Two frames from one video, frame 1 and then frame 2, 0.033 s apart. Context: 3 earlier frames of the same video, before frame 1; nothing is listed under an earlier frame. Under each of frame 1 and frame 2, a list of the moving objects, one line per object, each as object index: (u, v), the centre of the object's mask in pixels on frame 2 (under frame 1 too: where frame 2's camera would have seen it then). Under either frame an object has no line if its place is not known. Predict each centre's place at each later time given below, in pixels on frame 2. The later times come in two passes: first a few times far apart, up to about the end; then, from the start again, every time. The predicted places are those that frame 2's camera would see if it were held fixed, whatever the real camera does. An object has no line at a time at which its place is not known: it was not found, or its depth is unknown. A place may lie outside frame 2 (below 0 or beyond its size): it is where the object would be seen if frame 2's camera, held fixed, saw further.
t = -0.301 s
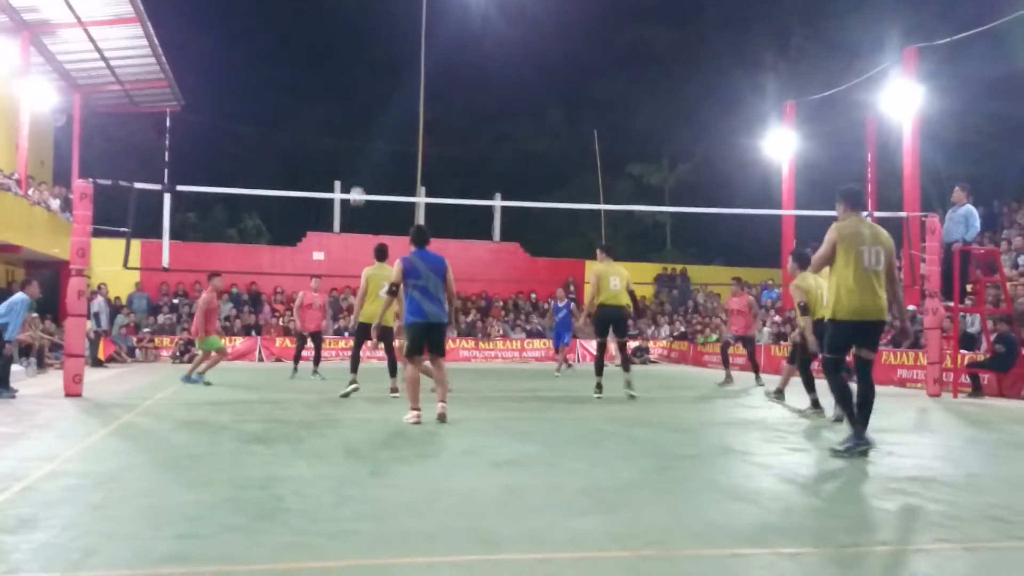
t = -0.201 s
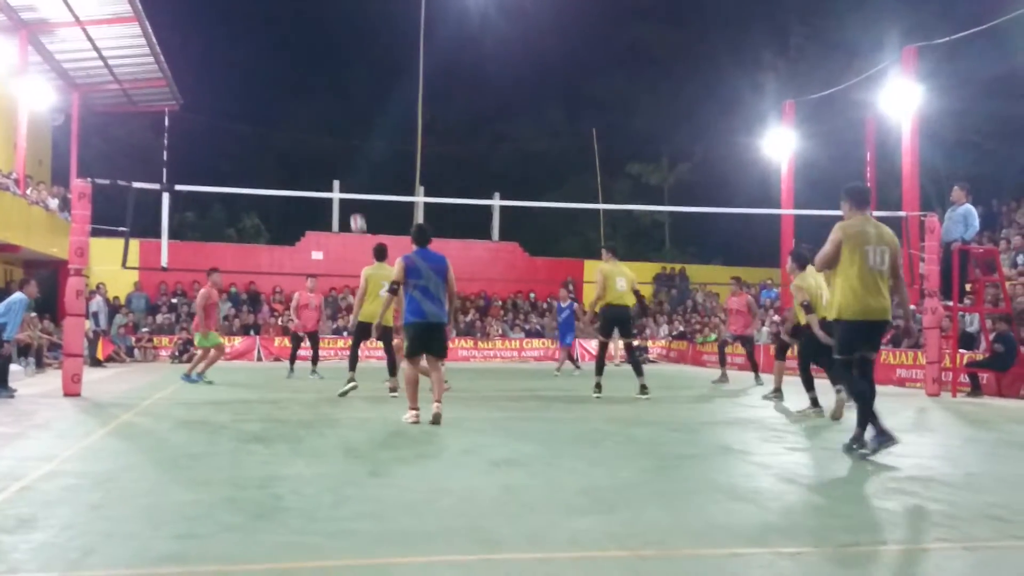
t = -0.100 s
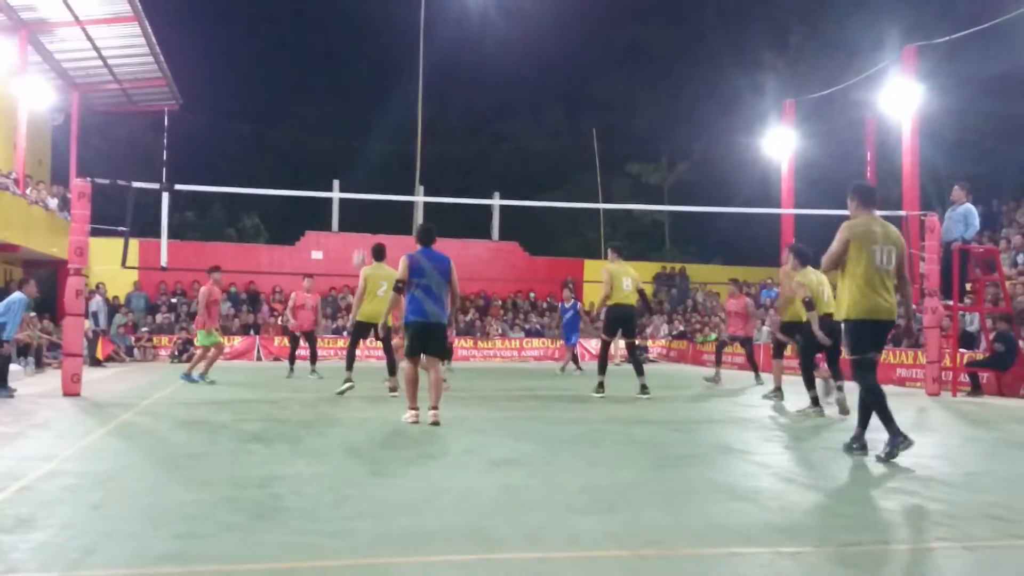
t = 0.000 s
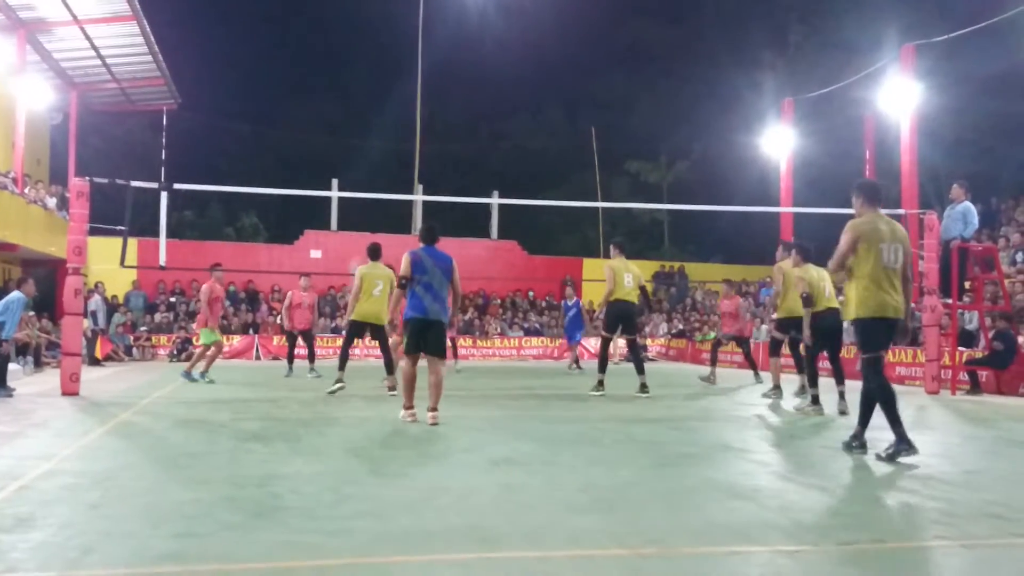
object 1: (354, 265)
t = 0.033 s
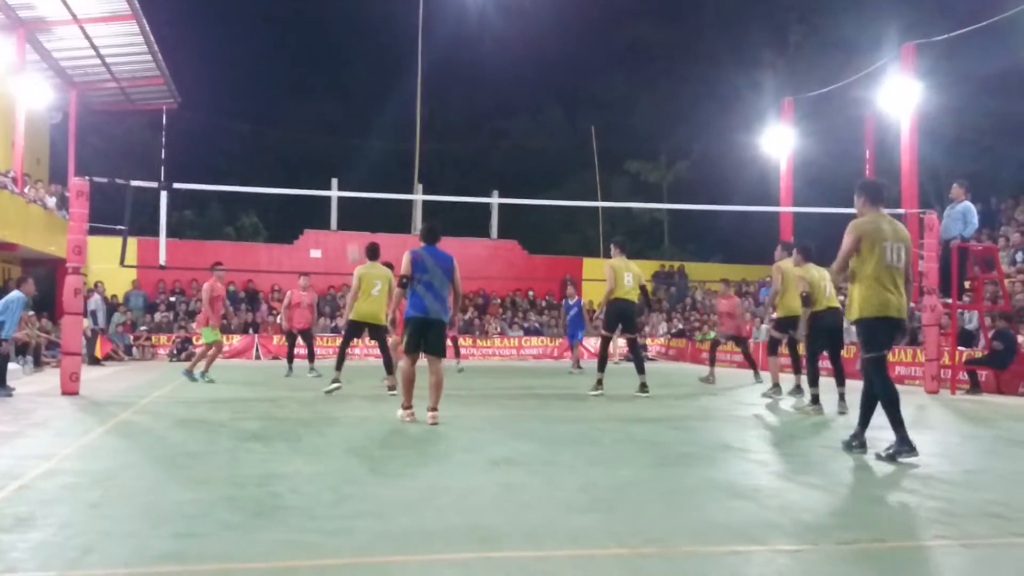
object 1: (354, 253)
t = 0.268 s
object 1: (341, 160)
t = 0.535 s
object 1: (327, 105)
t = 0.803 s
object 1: (314, 99)
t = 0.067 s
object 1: (351, 235)
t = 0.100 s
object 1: (351, 221)
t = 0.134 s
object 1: (349, 209)
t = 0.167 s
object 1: (347, 197)
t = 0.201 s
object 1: (345, 181)
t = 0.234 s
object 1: (343, 171)
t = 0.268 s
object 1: (341, 160)
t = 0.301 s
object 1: (339, 150)
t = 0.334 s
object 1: (338, 141)
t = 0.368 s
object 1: (336, 133)
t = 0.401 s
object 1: (334, 126)
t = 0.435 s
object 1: (332, 119)
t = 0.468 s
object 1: (331, 114)
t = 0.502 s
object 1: (329, 109)
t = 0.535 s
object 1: (327, 105)
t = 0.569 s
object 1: (325, 101)
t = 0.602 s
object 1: (324, 99)
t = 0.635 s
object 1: (322, 97)
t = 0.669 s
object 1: (320, 96)
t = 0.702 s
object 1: (319, 95)
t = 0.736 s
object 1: (317, 96)
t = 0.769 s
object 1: (316, 97)
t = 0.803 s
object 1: (314, 99)
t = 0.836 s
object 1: (312, 102)
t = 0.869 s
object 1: (310, 105)
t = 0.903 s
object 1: (309, 109)
